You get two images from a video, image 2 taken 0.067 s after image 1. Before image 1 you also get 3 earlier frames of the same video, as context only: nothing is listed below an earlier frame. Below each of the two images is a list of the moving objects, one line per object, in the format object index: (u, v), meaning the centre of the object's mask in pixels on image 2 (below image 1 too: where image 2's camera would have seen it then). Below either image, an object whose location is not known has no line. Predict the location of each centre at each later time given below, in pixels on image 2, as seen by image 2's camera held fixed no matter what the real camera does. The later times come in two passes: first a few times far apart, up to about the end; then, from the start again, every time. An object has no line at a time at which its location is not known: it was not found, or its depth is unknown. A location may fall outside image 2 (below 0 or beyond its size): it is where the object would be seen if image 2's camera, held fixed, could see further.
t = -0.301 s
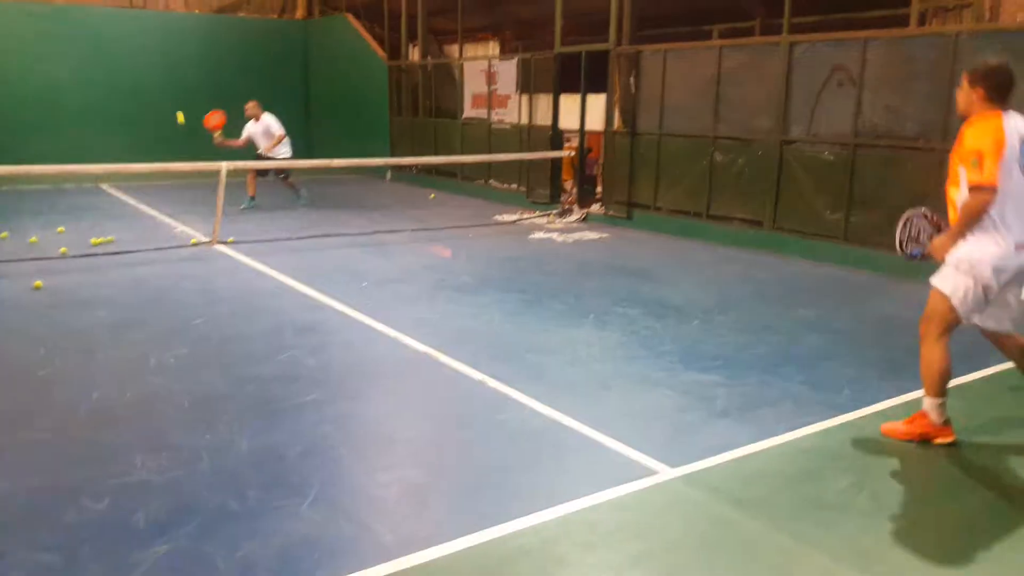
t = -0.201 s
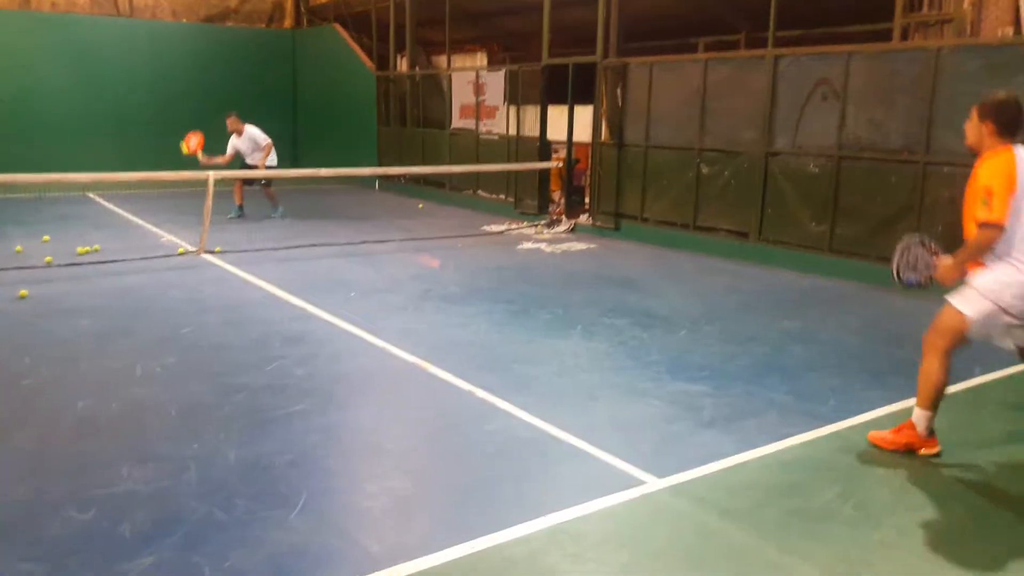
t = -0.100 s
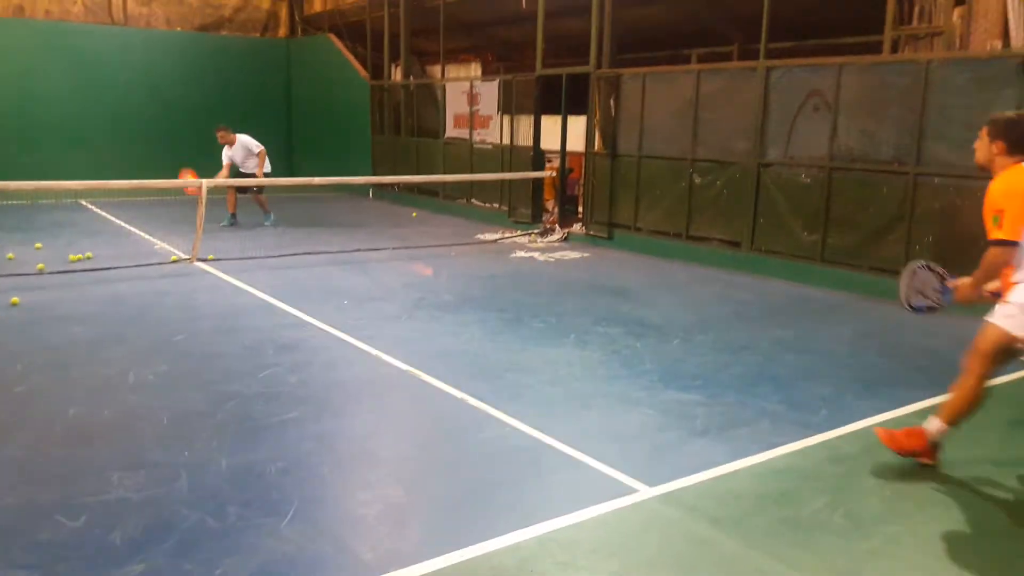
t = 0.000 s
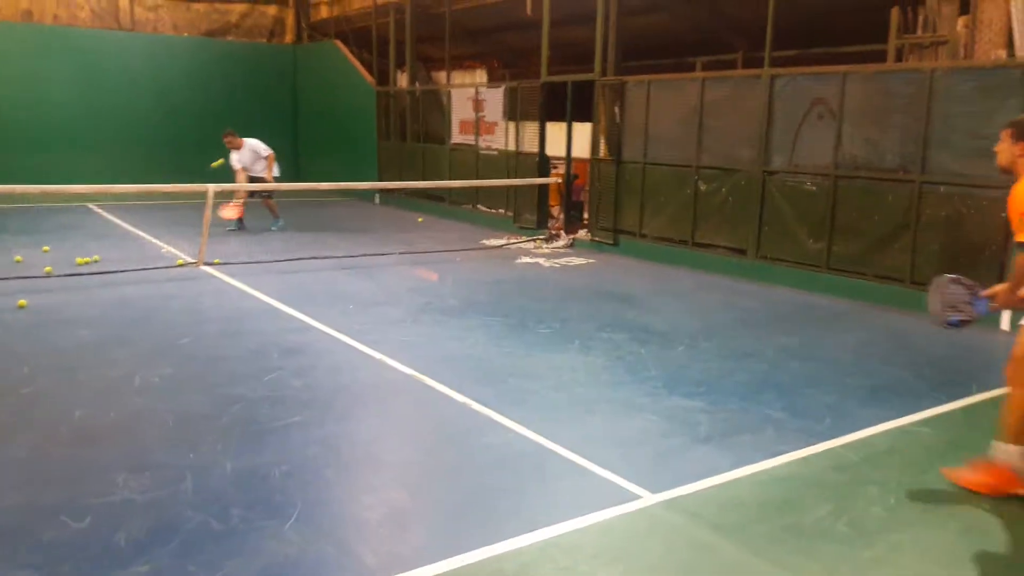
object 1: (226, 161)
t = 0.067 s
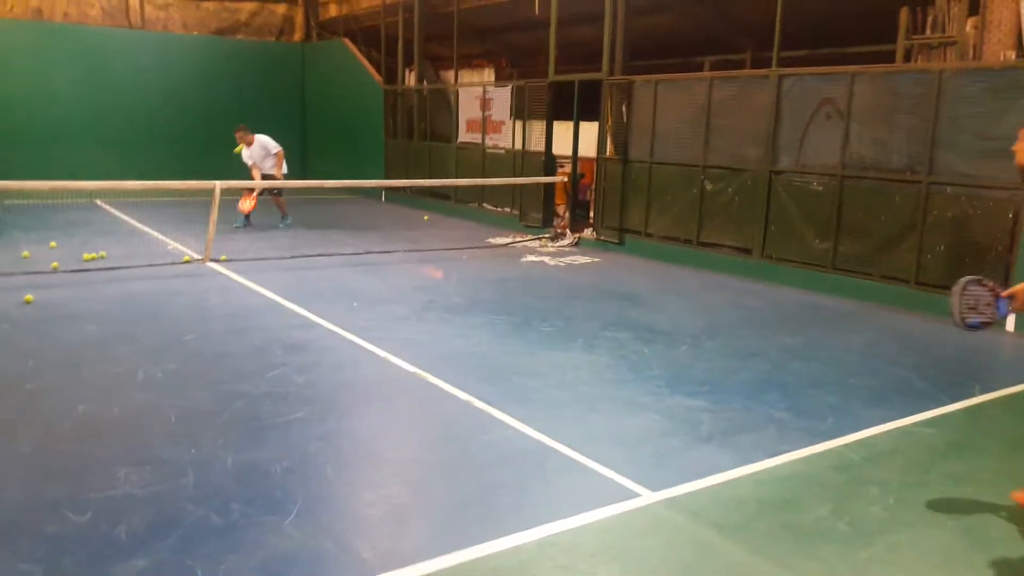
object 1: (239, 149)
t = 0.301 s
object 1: (302, 124)
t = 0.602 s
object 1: (419, 164)
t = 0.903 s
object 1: (610, 349)
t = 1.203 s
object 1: (740, 287)
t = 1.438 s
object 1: (870, 313)
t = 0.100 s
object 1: (248, 141)
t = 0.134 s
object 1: (254, 139)
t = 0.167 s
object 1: (265, 131)
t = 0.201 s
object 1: (275, 127)
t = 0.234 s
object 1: (284, 126)
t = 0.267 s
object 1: (293, 125)
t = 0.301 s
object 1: (302, 124)
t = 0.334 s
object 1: (313, 123)
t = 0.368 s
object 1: (324, 124)
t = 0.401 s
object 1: (335, 126)
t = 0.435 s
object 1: (347, 129)
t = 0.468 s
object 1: (360, 133)
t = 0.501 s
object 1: (374, 138)
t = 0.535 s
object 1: (388, 146)
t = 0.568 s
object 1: (403, 153)
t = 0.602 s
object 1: (419, 164)
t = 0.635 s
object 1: (435, 174)
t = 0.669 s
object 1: (453, 189)
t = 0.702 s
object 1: (471, 204)
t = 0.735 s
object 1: (490, 221)
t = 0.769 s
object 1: (512, 241)
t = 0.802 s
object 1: (535, 265)
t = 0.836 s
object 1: (558, 289)
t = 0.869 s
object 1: (583, 318)
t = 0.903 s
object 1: (610, 349)
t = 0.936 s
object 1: (631, 361)
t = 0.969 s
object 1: (643, 347)
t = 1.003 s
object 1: (656, 335)
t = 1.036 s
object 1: (669, 323)
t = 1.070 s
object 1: (682, 312)
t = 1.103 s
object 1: (696, 304)
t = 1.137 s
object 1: (711, 296)
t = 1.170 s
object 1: (726, 291)
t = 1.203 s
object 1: (740, 287)
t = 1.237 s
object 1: (757, 285)
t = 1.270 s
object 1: (774, 284)
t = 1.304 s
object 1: (791, 285)
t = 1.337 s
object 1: (810, 289)
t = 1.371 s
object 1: (829, 295)
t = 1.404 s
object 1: (848, 302)
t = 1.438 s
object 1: (870, 313)
